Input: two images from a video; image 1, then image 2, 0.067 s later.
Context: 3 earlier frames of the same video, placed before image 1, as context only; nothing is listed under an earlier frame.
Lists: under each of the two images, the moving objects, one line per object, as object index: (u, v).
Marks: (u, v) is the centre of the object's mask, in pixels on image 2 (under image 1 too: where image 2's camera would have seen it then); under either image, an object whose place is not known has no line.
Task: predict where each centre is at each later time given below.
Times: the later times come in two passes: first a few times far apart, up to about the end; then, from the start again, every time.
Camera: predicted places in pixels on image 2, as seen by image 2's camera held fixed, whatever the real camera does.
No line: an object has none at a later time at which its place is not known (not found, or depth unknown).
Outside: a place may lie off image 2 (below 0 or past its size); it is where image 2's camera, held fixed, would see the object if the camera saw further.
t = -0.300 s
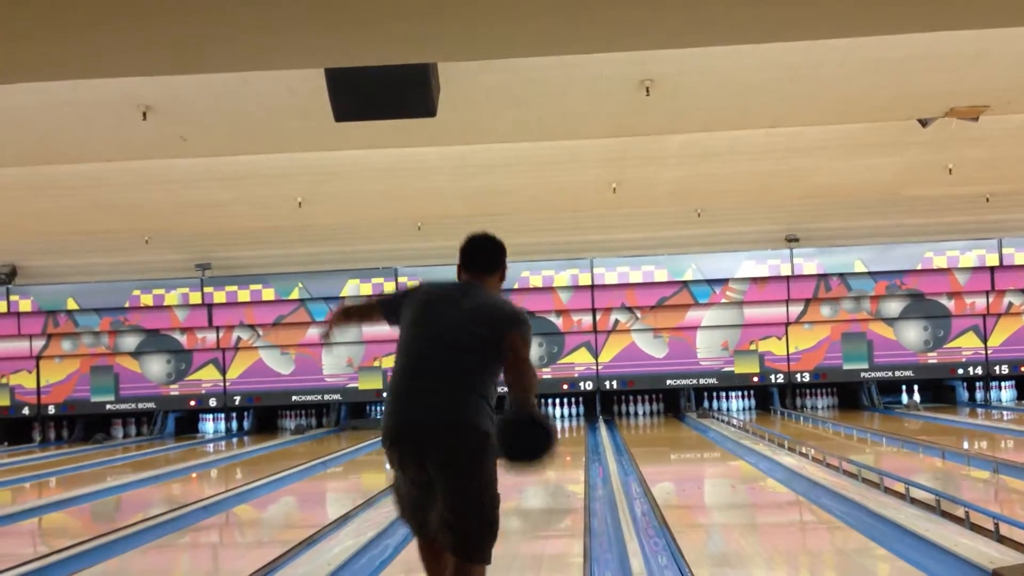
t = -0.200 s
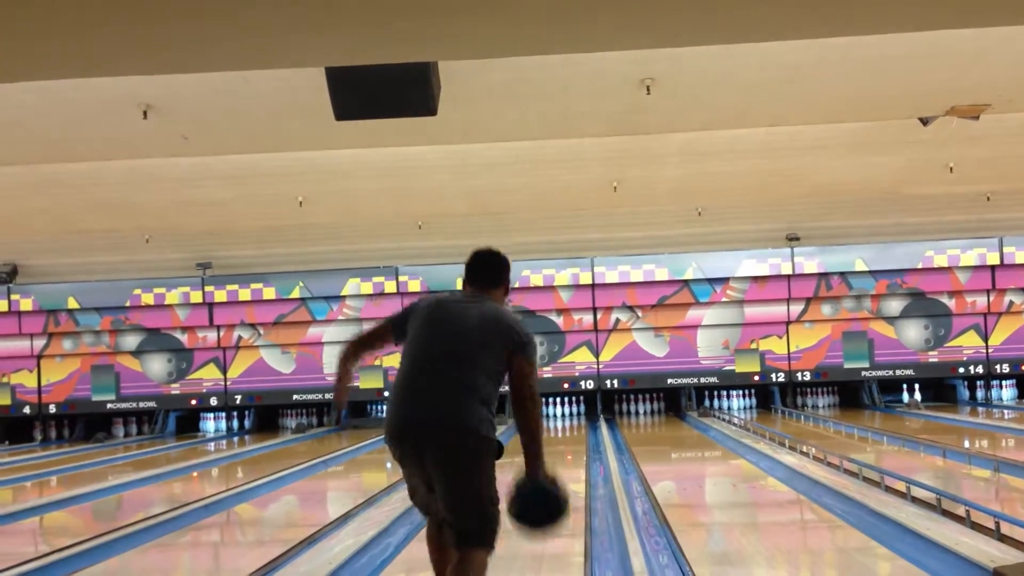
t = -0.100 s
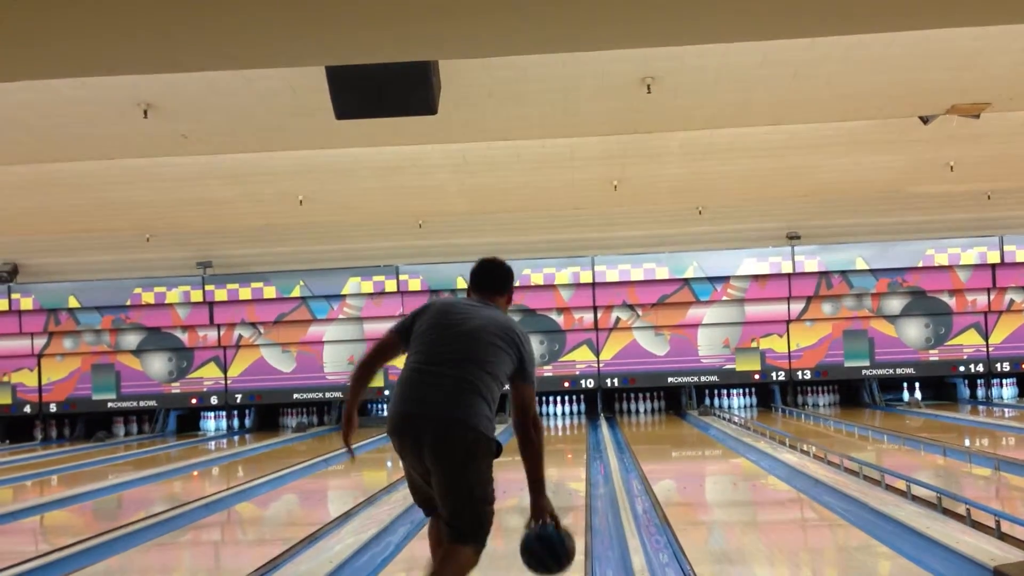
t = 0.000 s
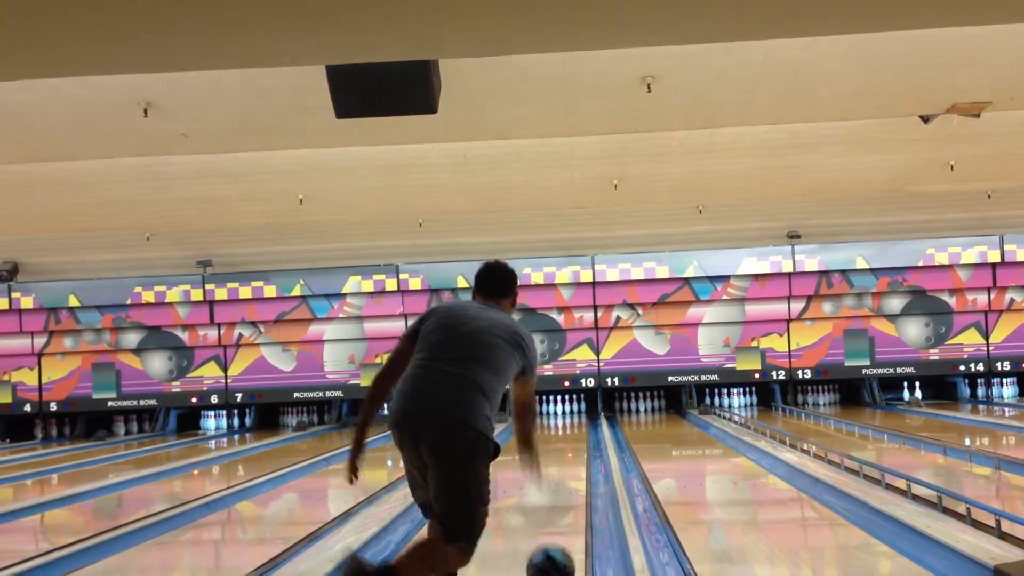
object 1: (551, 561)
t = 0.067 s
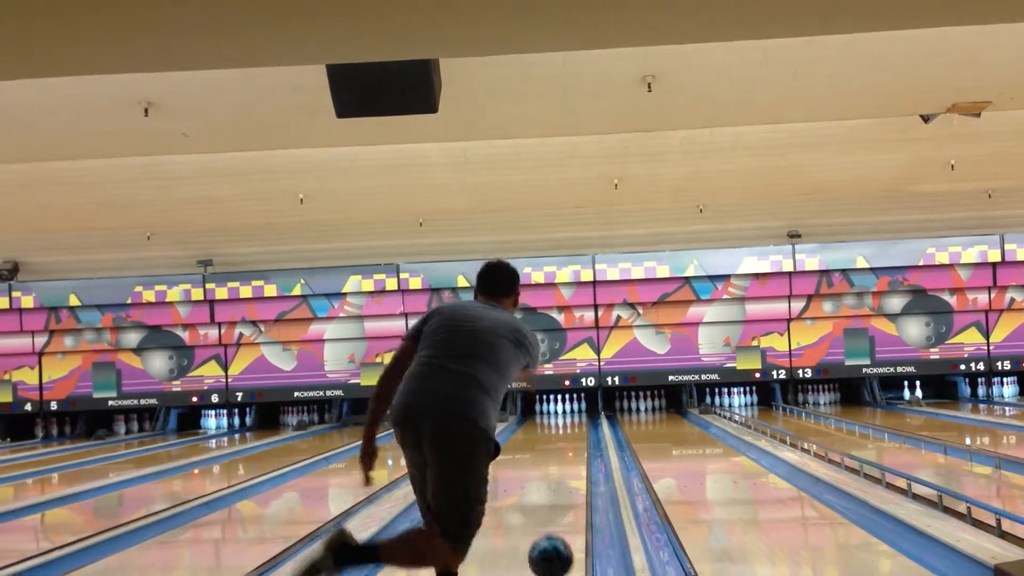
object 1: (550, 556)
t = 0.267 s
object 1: (549, 523)
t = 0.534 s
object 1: (547, 490)
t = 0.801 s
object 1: (546, 470)
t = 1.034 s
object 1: (546, 456)
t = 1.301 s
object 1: (546, 444)
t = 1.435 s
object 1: (546, 440)
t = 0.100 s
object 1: (550, 553)
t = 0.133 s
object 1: (550, 546)
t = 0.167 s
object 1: (550, 540)
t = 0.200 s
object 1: (550, 534)
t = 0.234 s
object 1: (549, 528)
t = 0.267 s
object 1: (549, 523)
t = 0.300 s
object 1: (549, 518)
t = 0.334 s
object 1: (549, 513)
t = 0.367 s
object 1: (548, 509)
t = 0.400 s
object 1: (548, 505)
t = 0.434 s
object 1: (548, 501)
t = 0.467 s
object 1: (548, 497)
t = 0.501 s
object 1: (547, 494)
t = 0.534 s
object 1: (547, 490)
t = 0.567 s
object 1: (547, 487)
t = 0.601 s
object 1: (547, 484)
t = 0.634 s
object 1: (547, 482)
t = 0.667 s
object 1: (547, 479)
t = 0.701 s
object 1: (547, 476)
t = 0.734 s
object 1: (547, 474)
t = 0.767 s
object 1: (546, 472)
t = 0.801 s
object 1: (546, 470)
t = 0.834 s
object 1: (546, 468)
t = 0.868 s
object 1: (546, 466)
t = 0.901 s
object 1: (546, 463)
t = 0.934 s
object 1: (546, 462)
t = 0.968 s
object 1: (546, 460)
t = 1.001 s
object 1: (546, 458)
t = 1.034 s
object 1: (546, 456)
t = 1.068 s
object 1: (546, 455)
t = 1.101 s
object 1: (546, 453)
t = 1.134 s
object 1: (546, 451)
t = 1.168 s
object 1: (546, 450)
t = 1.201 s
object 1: (546, 448)
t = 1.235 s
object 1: (546, 447)
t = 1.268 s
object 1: (546, 446)
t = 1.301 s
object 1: (546, 444)
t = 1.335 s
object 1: (546, 443)
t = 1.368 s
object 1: (546, 442)
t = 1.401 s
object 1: (546, 441)
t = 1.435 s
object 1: (546, 440)
